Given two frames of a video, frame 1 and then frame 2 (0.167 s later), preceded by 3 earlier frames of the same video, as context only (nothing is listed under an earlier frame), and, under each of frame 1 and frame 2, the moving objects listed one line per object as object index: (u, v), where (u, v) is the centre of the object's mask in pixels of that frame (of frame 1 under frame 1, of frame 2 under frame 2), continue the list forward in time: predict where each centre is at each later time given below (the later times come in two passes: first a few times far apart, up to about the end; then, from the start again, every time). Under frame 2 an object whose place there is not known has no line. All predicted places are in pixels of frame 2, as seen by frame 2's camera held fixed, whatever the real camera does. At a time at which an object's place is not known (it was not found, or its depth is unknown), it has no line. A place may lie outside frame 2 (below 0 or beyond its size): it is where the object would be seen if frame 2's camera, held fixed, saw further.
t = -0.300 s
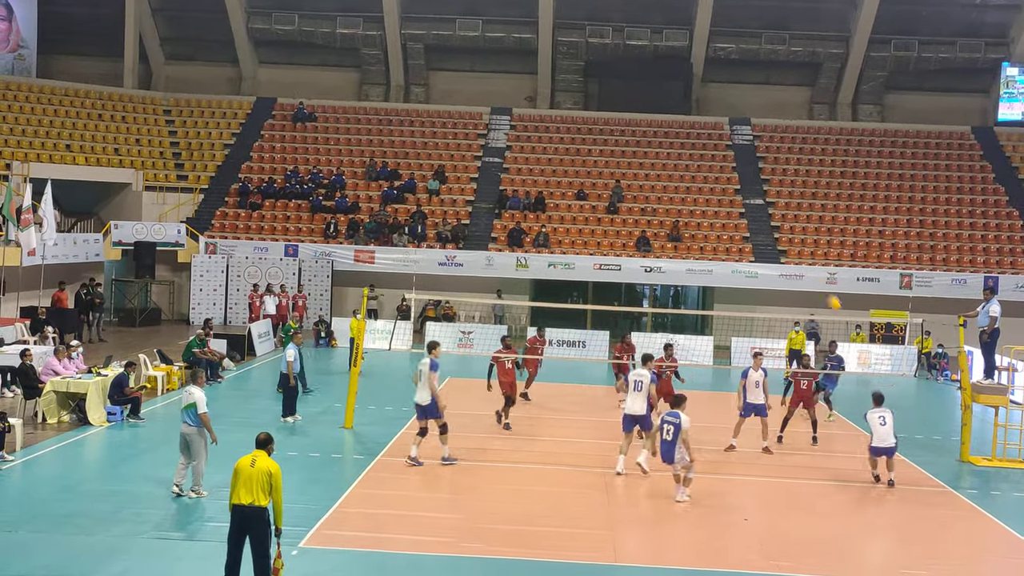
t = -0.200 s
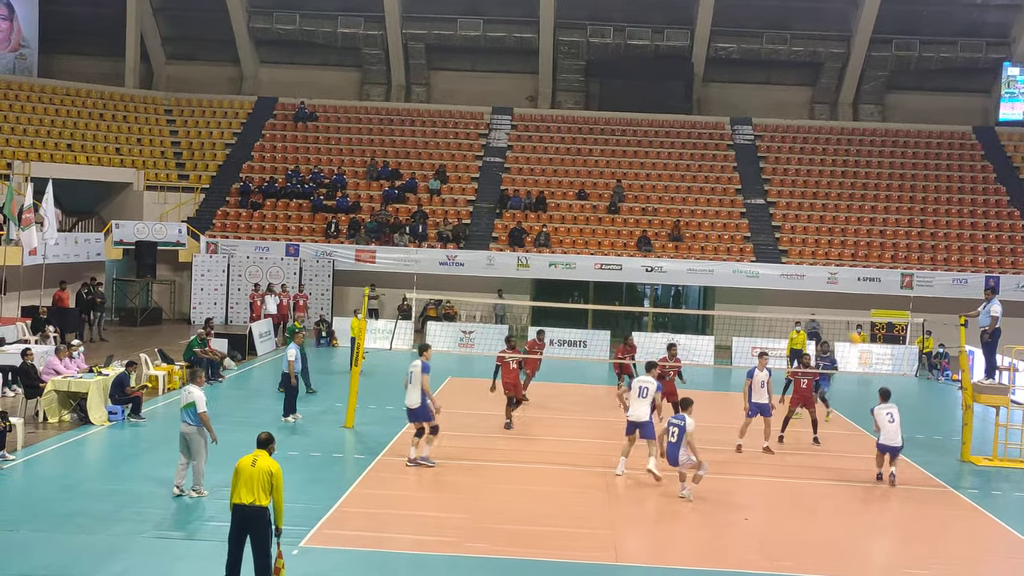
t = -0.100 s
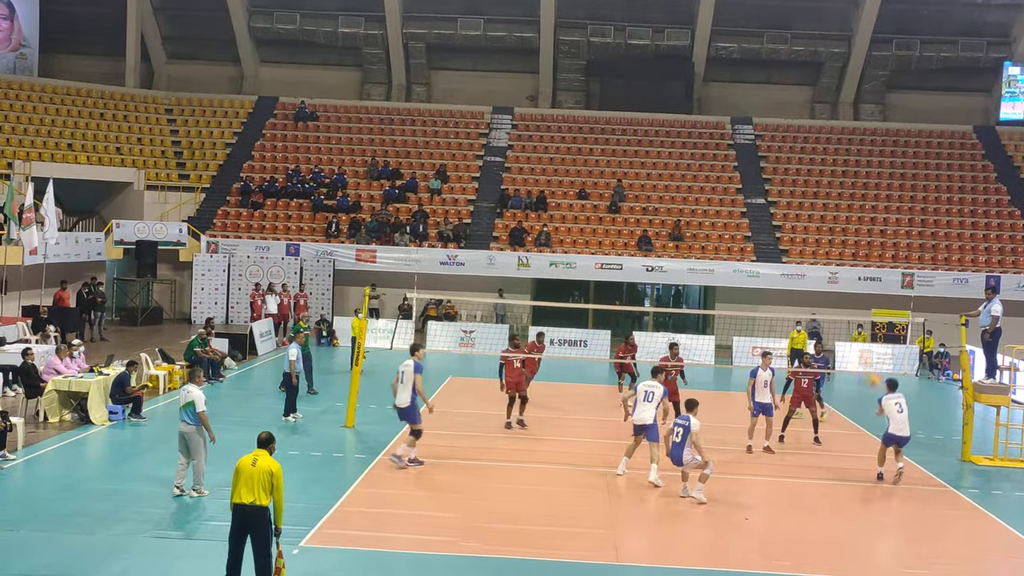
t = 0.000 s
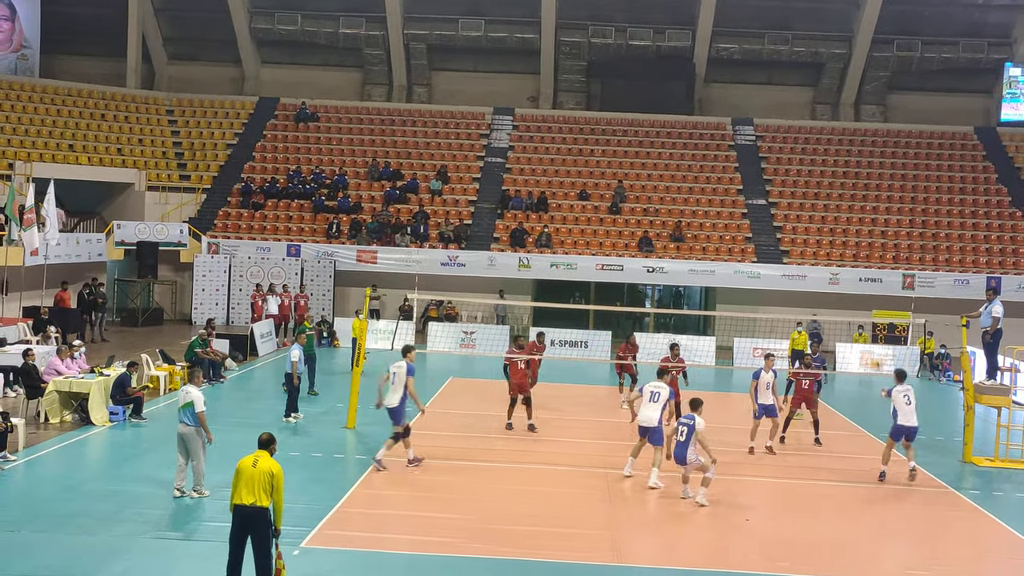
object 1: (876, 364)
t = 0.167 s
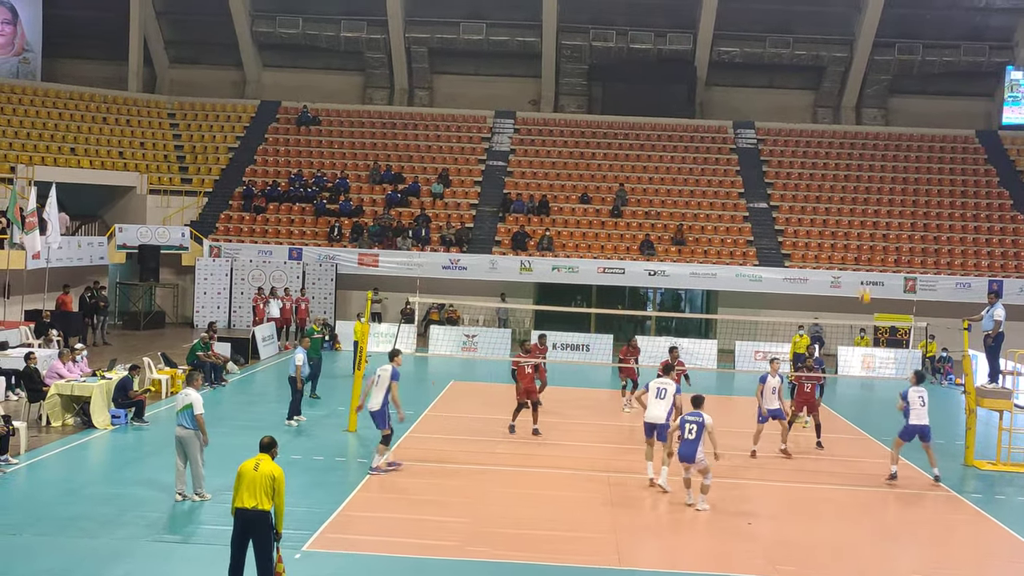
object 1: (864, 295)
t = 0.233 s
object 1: (859, 270)
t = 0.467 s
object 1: (839, 213)
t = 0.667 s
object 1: (821, 192)
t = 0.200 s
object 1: (862, 282)
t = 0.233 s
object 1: (859, 270)
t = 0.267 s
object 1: (856, 260)
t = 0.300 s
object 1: (855, 250)
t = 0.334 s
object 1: (851, 240)
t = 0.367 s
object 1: (849, 233)
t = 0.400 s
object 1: (846, 224)
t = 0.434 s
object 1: (843, 219)
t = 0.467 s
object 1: (839, 213)
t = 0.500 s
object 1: (837, 208)
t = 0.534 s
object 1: (834, 203)
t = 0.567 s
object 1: (830, 198)
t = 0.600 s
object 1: (827, 196)
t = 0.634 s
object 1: (824, 193)
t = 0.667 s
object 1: (821, 192)
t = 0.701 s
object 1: (817, 191)
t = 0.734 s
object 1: (814, 191)
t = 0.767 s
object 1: (811, 189)
